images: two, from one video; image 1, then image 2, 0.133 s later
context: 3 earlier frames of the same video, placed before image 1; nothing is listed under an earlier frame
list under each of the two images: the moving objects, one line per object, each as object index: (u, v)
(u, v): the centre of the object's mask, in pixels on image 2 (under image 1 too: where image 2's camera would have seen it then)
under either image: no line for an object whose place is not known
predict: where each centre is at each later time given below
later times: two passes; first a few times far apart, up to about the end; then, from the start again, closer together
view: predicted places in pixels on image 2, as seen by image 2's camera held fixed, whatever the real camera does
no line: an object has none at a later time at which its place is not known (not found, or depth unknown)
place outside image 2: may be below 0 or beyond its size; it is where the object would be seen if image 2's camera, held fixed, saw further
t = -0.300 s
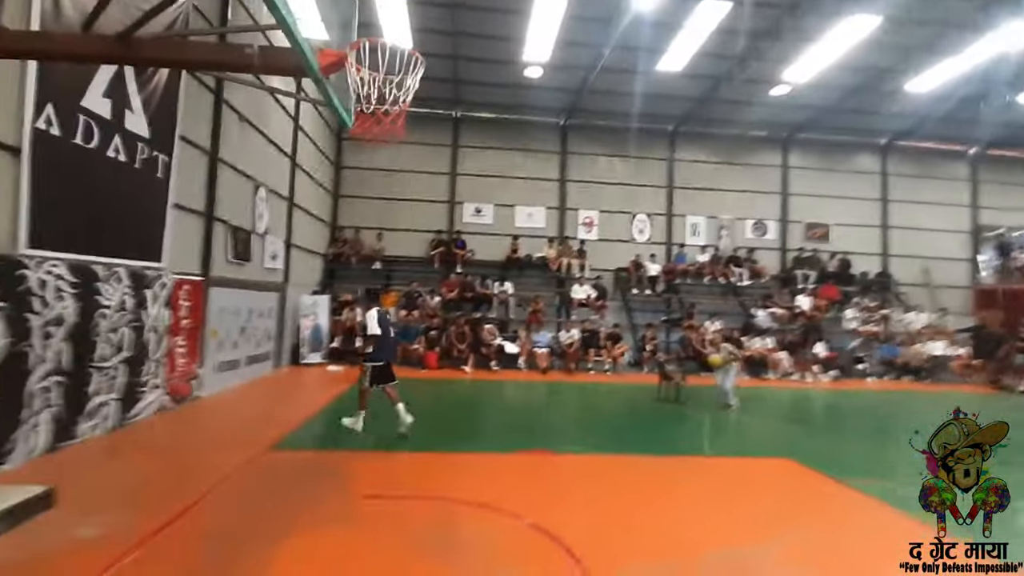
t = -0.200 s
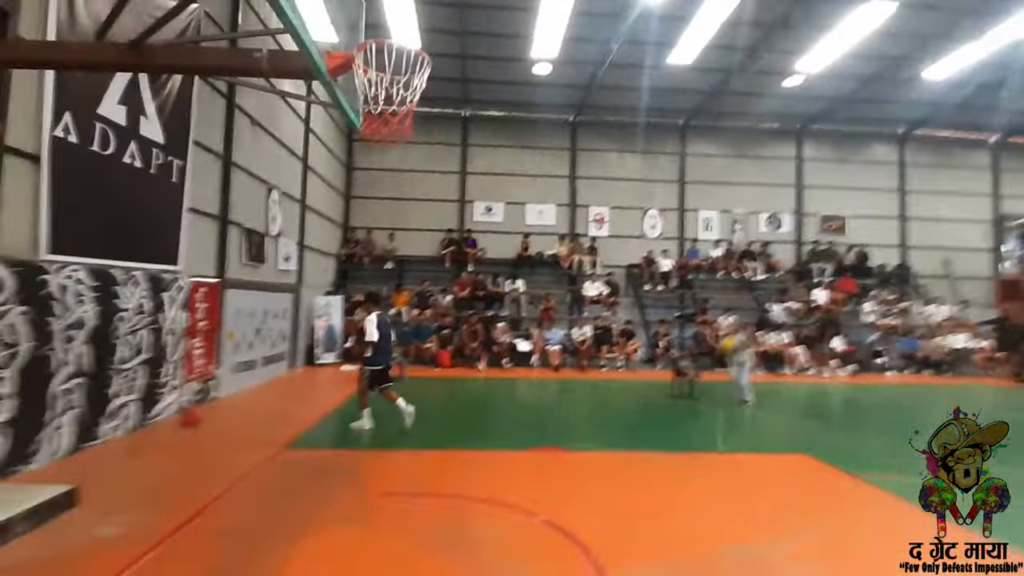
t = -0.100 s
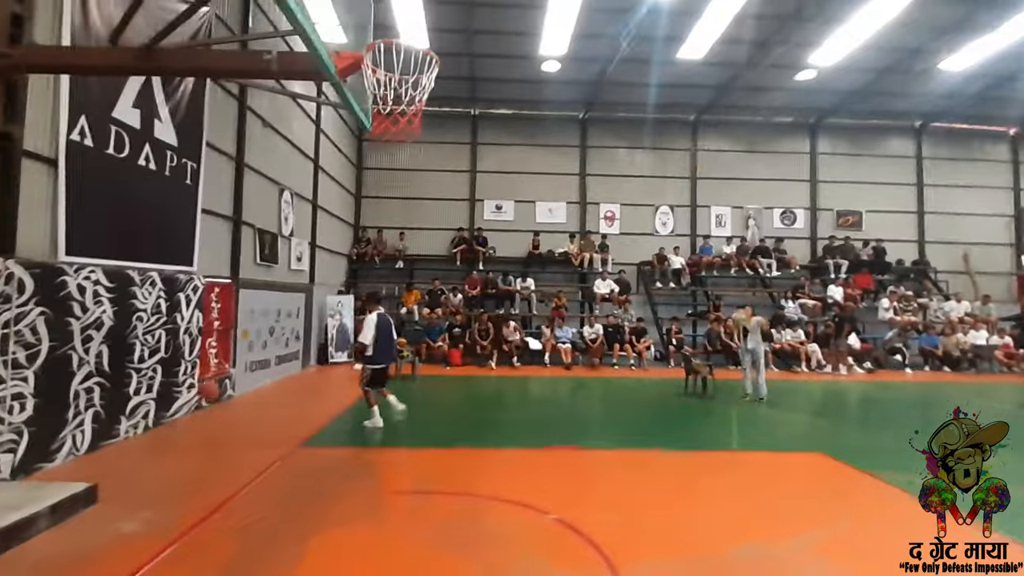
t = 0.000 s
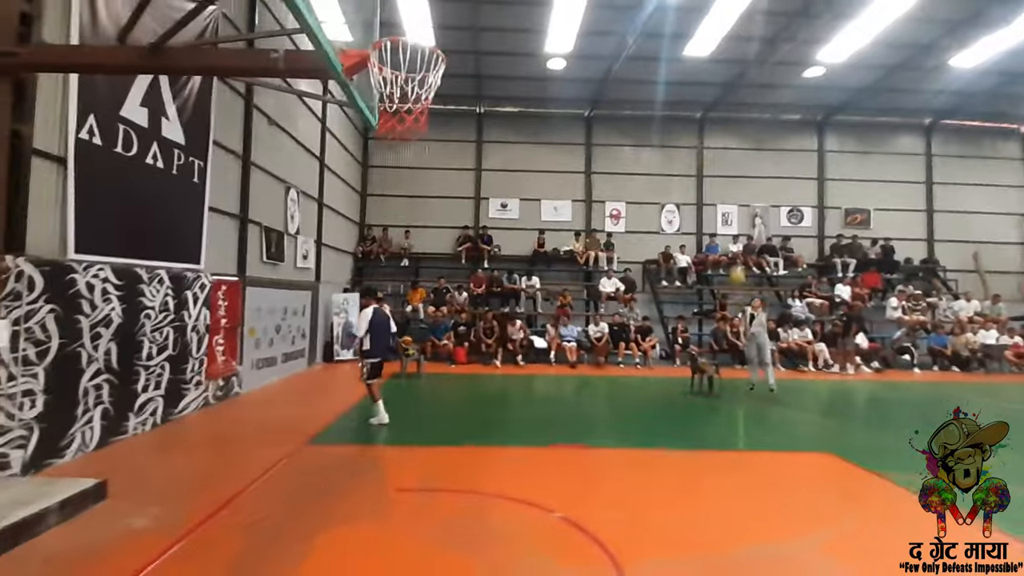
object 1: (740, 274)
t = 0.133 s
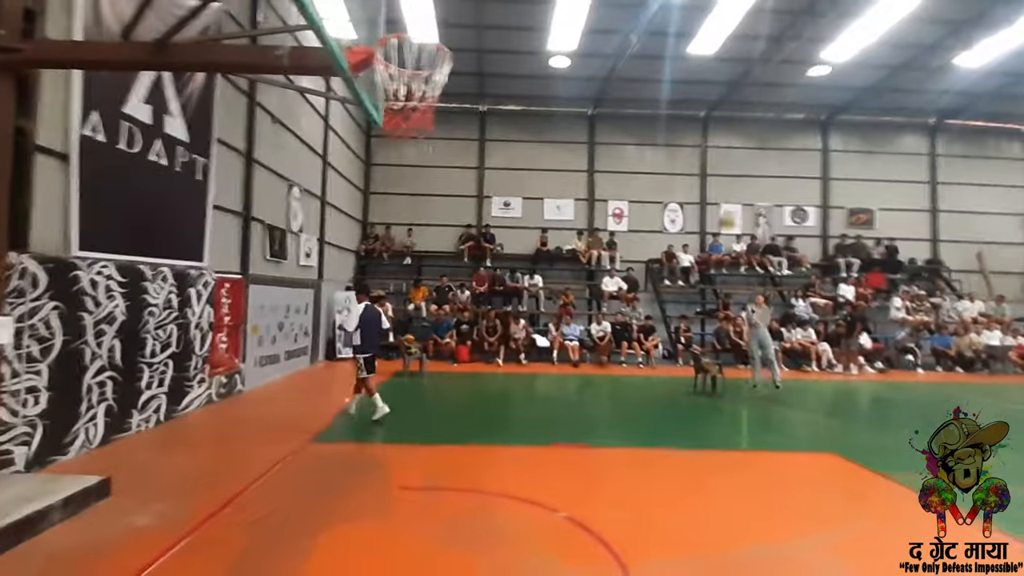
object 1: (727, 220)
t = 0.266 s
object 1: (711, 167)
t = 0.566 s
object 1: (669, 71)
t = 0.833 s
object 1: (616, 17)
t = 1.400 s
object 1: (573, 81)
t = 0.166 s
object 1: (722, 207)
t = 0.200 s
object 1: (719, 193)
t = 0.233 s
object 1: (713, 180)
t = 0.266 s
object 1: (711, 167)
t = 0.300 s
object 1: (706, 155)
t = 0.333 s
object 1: (704, 143)
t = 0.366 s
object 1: (699, 132)
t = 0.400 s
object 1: (695, 120)
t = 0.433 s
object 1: (690, 108)
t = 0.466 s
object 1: (686, 98)
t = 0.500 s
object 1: (682, 91)
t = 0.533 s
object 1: (676, 80)
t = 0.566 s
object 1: (669, 71)
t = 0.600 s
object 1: (663, 60)
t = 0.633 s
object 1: (656, 52)
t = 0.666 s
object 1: (651, 47)
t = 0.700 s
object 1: (644, 42)
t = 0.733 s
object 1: (637, 36)
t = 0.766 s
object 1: (630, 28)
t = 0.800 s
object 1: (625, 22)
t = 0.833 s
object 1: (616, 17)
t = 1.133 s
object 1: (509, 39)
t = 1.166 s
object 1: (498, 49)
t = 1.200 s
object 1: (490, 60)
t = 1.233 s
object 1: (503, 63)
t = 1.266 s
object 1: (518, 63)
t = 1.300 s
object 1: (532, 66)
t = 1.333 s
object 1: (546, 72)
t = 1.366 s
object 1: (564, 78)
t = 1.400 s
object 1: (573, 81)
